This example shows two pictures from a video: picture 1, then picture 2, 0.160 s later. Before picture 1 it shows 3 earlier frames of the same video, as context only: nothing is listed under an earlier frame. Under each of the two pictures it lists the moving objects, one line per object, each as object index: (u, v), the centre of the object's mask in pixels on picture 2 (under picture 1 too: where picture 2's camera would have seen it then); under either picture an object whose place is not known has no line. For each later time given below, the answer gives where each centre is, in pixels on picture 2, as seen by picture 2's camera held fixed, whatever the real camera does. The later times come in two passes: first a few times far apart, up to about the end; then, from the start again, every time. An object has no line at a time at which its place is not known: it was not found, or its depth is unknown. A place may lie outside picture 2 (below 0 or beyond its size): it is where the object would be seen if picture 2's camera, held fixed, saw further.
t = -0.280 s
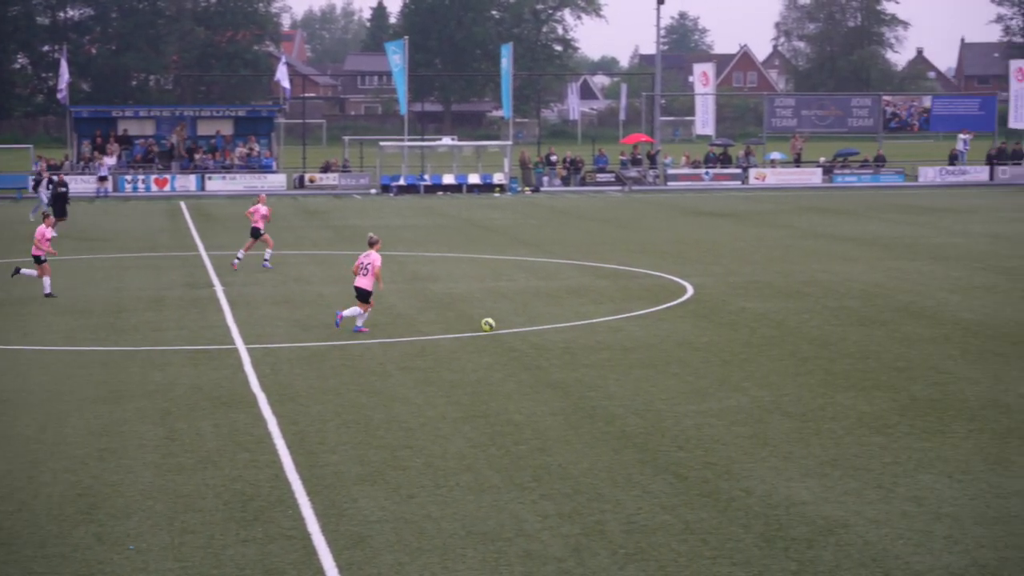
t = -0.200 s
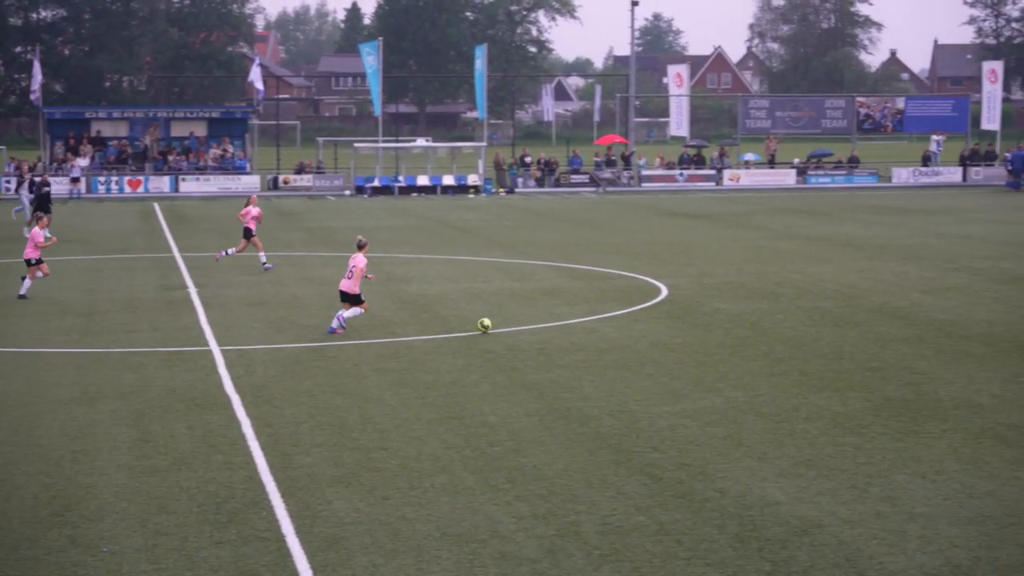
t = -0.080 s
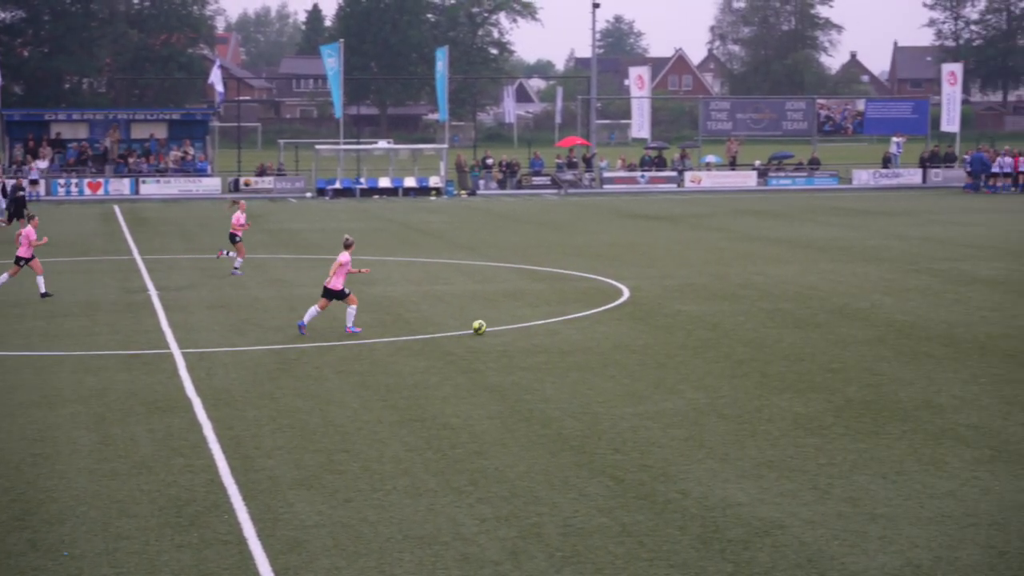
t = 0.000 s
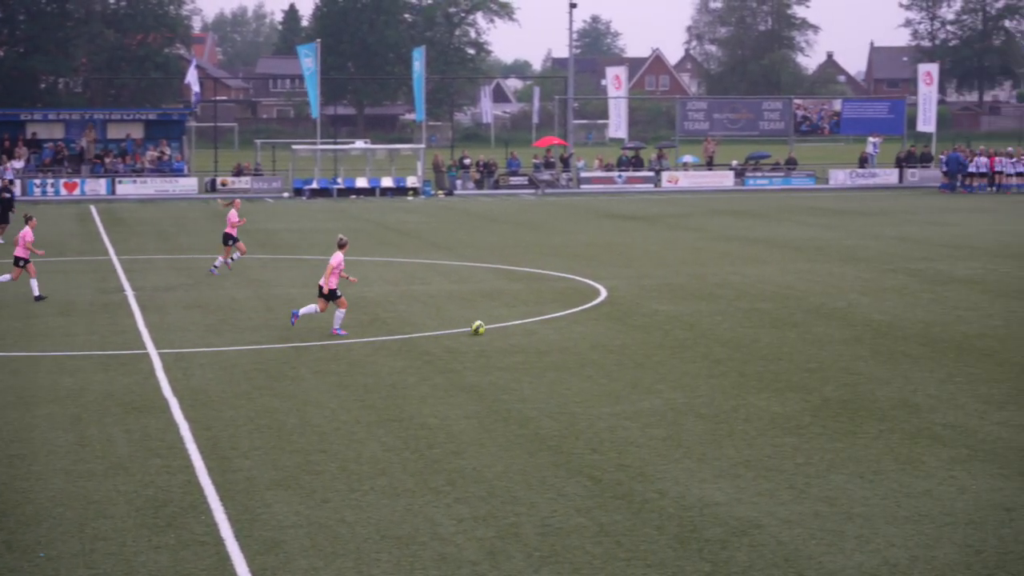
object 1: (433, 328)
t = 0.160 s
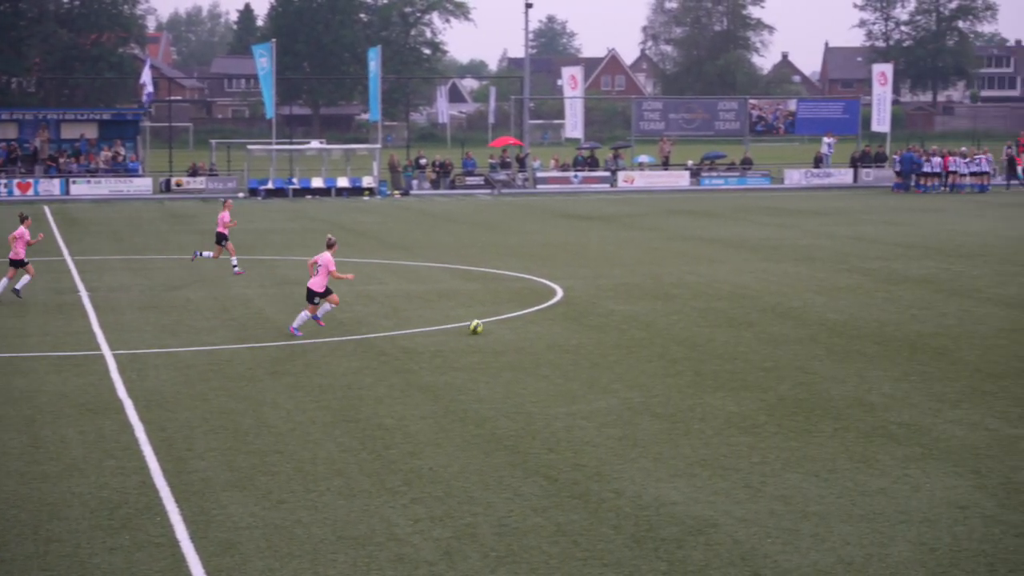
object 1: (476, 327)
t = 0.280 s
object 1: (505, 326)
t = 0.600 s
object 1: (582, 324)
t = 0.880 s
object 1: (645, 323)
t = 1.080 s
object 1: (688, 322)
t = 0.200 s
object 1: (485, 327)
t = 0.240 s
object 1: (495, 326)
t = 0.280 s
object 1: (505, 326)
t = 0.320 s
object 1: (515, 325)
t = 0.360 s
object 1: (525, 325)
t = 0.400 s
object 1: (534, 325)
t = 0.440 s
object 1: (544, 325)
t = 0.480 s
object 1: (554, 325)
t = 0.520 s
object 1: (563, 325)
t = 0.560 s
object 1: (572, 325)
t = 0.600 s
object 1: (582, 324)
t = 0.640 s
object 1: (591, 325)
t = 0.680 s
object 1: (600, 324)
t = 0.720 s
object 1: (609, 324)
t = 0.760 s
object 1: (618, 324)
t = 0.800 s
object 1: (627, 323)
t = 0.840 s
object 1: (636, 324)
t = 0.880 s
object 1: (645, 323)
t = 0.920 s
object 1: (653, 323)
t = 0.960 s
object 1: (662, 323)
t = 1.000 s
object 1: (671, 322)
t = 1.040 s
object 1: (679, 322)
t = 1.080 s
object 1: (688, 322)
